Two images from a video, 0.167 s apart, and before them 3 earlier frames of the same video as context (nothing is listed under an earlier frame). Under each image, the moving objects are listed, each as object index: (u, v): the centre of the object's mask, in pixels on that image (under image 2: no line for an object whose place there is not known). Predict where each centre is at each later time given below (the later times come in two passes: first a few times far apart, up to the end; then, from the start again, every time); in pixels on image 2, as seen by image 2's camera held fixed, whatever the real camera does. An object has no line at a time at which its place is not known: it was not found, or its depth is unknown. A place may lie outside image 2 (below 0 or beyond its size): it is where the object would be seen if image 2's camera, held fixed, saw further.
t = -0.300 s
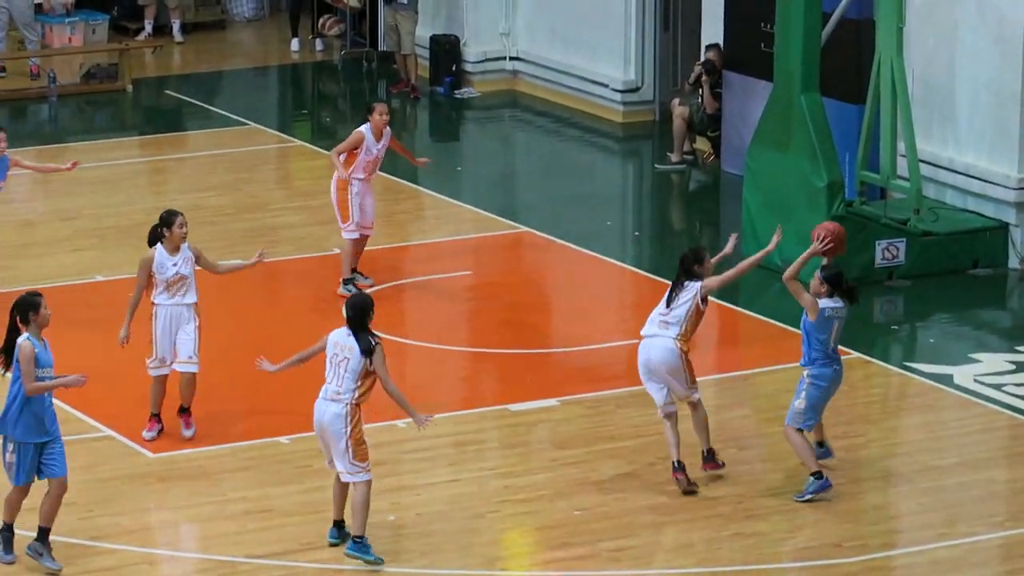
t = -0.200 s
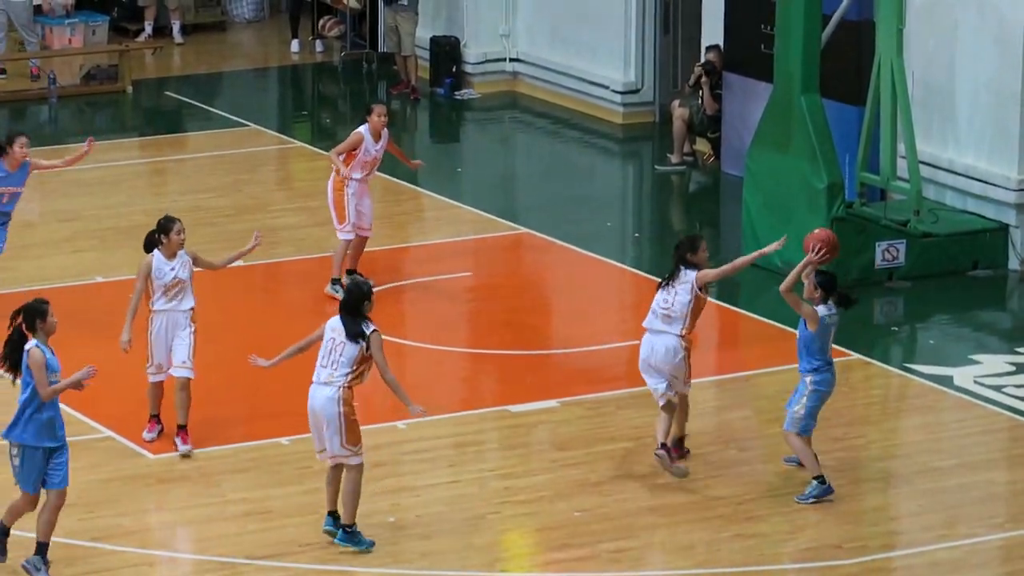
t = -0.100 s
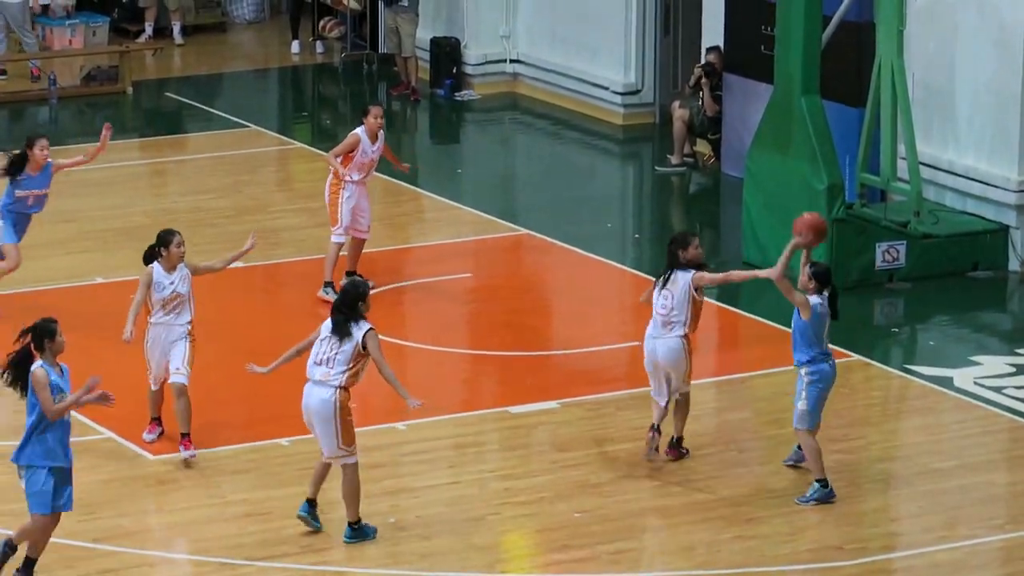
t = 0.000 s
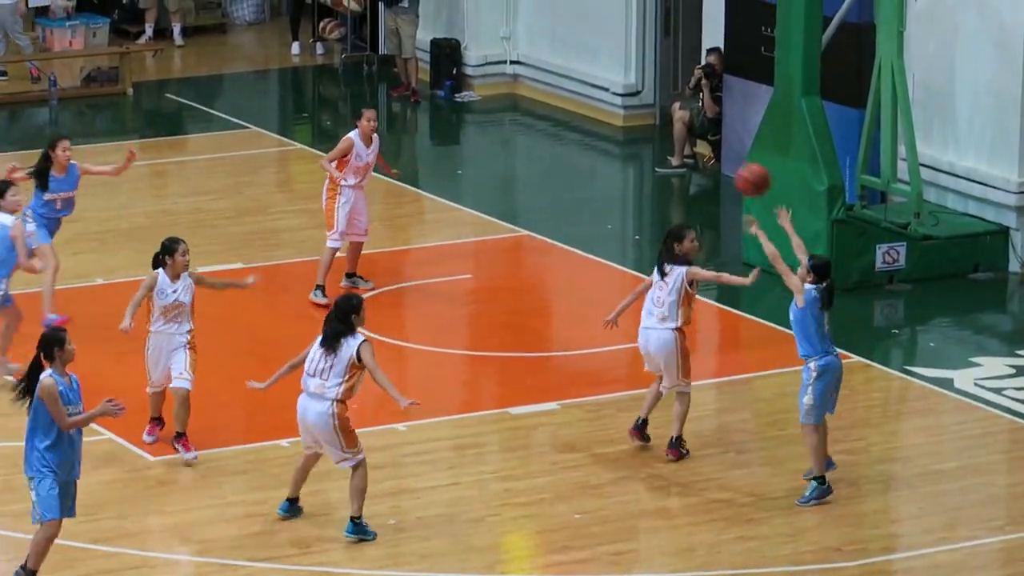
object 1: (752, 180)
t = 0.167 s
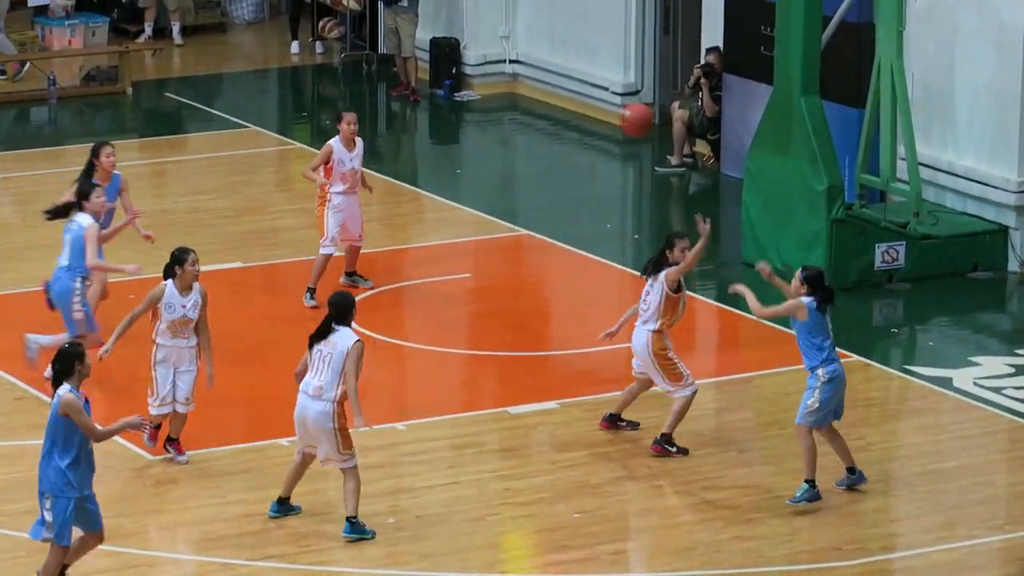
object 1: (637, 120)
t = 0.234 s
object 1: (591, 108)
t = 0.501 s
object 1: (419, 123)
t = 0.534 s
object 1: (399, 132)
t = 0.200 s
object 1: (613, 113)
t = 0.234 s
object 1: (591, 108)
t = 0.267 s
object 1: (569, 105)
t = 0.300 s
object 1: (547, 103)
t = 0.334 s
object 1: (524, 103)
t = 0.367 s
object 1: (503, 104)
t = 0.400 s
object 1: (482, 107)
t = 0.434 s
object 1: (460, 110)
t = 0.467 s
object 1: (440, 116)
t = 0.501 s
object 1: (419, 123)
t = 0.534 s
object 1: (399, 132)
